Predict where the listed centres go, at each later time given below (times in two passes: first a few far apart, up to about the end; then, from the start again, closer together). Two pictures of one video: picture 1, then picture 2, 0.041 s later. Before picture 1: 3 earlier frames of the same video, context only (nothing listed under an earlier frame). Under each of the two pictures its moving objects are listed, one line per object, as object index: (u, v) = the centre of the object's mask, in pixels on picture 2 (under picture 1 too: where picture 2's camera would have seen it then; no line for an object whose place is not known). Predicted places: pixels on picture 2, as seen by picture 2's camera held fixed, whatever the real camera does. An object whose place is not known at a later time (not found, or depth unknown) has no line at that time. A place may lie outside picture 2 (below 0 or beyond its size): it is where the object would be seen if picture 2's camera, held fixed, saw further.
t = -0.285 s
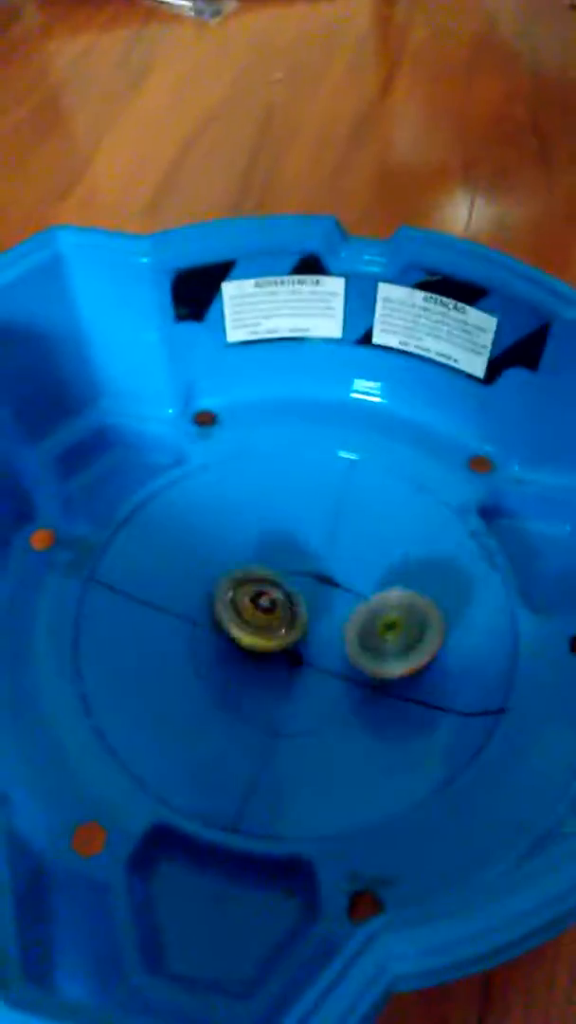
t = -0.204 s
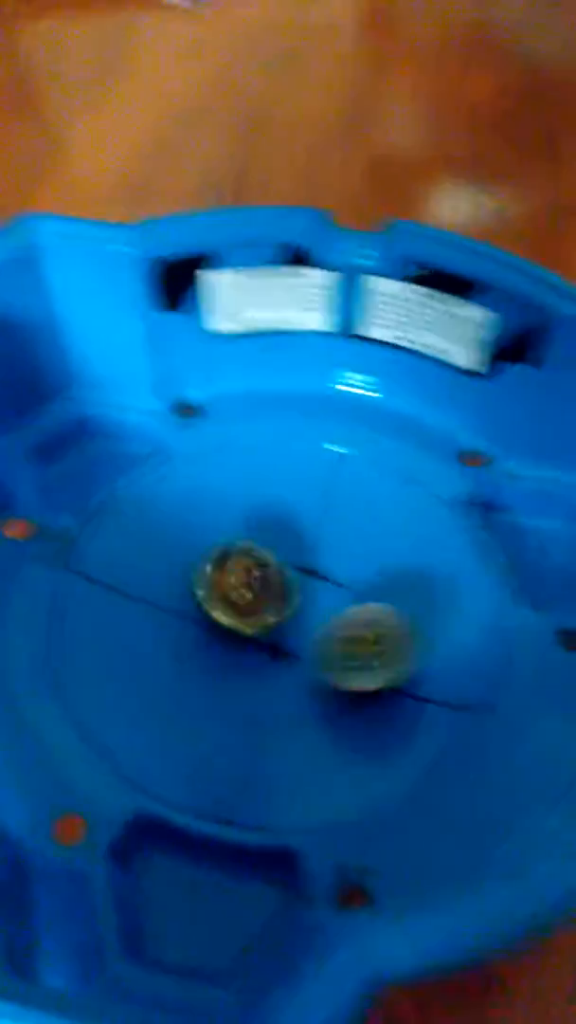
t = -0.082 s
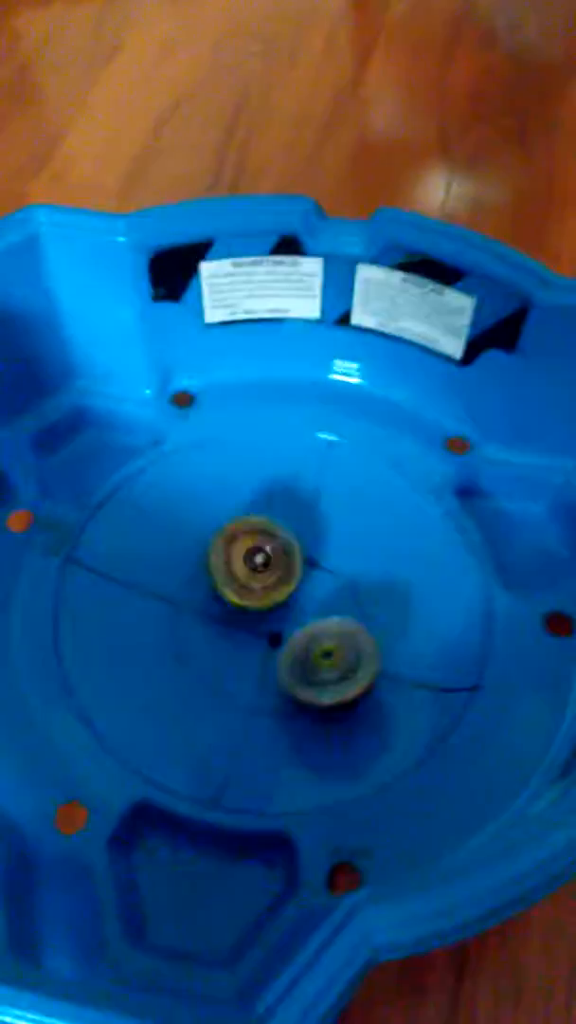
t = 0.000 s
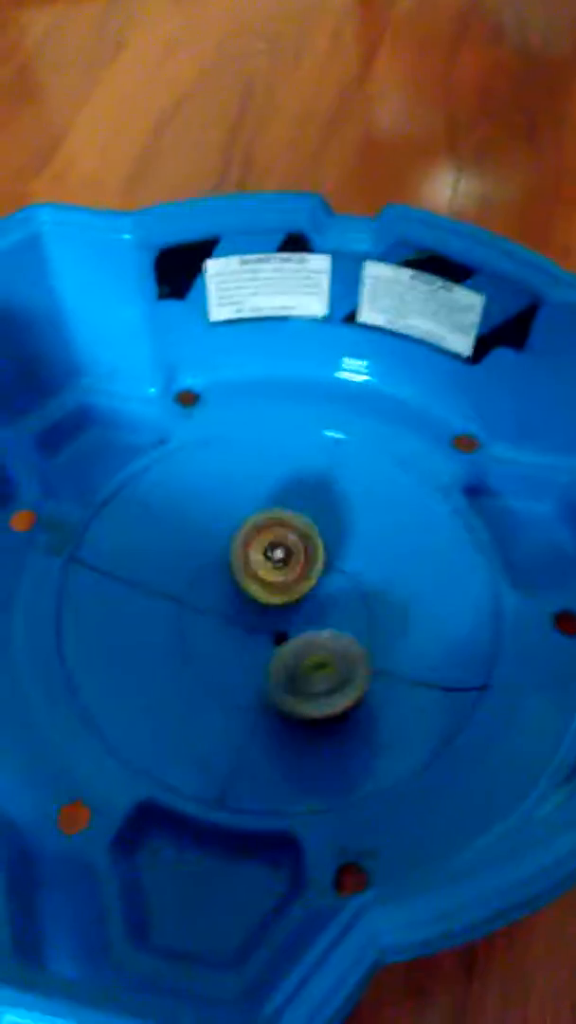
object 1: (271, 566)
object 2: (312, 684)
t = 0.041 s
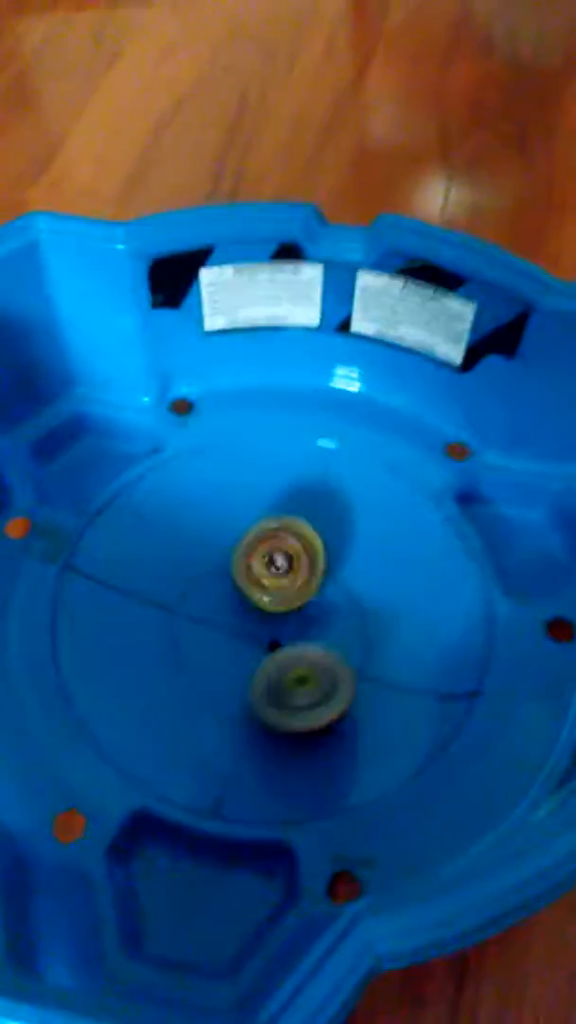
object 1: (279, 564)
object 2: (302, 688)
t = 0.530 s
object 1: (329, 613)
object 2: (196, 681)
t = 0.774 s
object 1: (326, 606)
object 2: (170, 635)
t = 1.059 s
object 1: (325, 594)
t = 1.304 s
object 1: (321, 588)
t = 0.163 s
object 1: (303, 575)
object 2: (279, 698)
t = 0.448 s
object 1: (319, 617)
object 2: (224, 688)
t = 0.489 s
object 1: (325, 614)
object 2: (209, 686)
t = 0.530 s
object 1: (329, 613)
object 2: (196, 681)
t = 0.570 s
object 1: (329, 612)
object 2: (187, 676)
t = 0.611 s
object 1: (327, 610)
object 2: (178, 669)
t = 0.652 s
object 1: (327, 608)
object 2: (175, 662)
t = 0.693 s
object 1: (326, 607)
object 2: (171, 654)
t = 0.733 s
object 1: (326, 606)
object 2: (171, 645)
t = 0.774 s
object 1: (326, 606)
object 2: (170, 635)
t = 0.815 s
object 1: (326, 603)
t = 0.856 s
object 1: (326, 602)
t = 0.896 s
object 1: (326, 598)
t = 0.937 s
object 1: (326, 596)
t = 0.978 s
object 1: (326, 595)
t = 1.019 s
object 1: (326, 594)
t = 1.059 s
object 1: (325, 594)
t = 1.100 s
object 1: (325, 592)
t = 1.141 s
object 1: (324, 591)
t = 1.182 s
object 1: (324, 590)
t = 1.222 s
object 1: (323, 590)
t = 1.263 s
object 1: (322, 588)
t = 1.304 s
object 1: (321, 588)
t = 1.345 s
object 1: (320, 587)
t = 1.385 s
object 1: (320, 586)
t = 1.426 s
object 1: (320, 585)
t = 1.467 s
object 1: (318, 583)
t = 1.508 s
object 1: (317, 582)
